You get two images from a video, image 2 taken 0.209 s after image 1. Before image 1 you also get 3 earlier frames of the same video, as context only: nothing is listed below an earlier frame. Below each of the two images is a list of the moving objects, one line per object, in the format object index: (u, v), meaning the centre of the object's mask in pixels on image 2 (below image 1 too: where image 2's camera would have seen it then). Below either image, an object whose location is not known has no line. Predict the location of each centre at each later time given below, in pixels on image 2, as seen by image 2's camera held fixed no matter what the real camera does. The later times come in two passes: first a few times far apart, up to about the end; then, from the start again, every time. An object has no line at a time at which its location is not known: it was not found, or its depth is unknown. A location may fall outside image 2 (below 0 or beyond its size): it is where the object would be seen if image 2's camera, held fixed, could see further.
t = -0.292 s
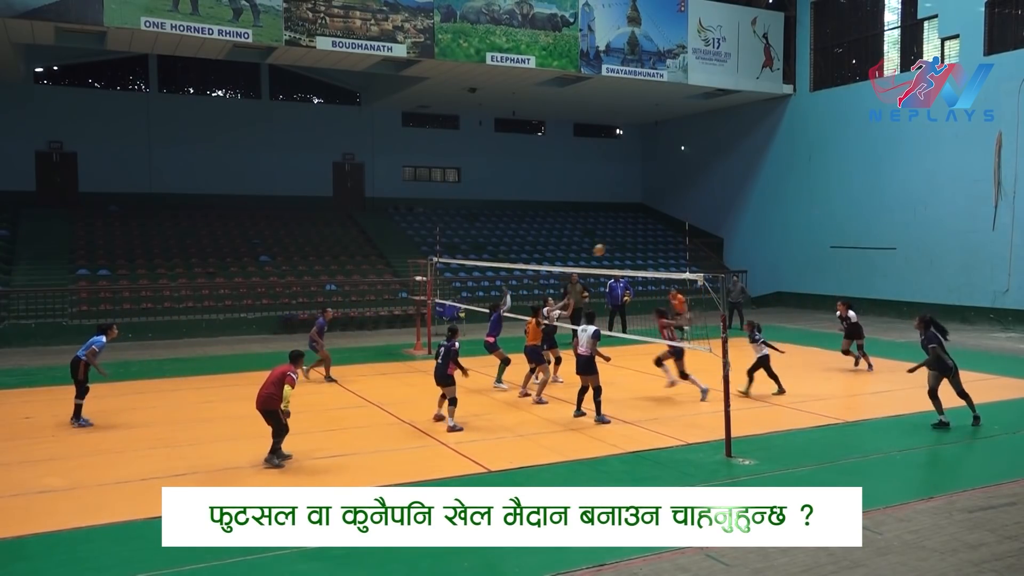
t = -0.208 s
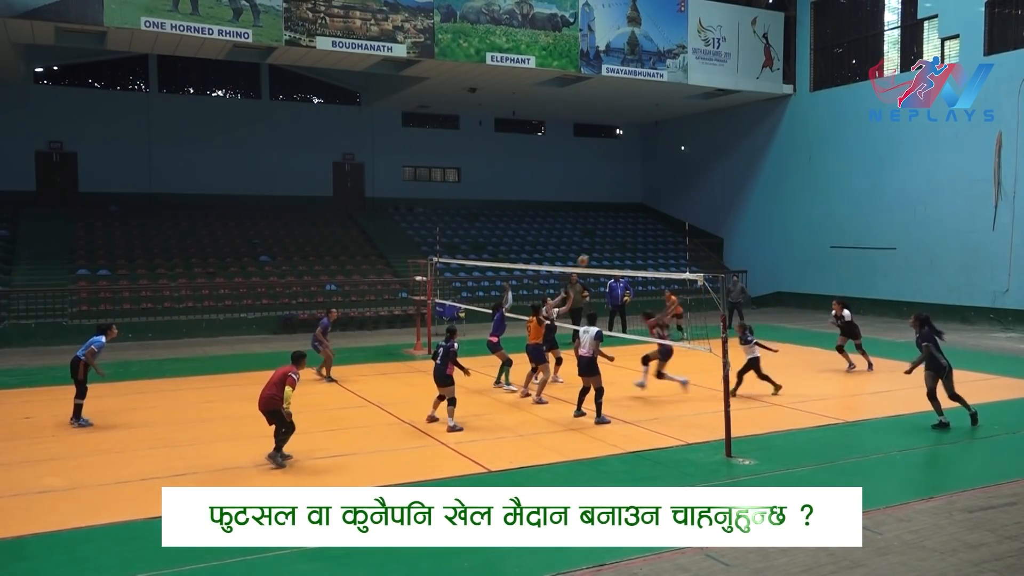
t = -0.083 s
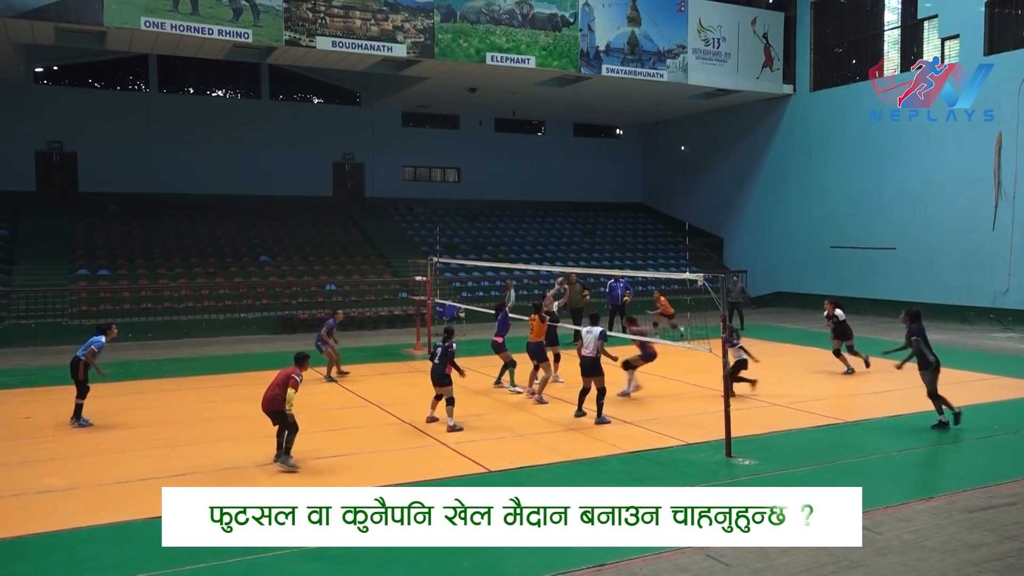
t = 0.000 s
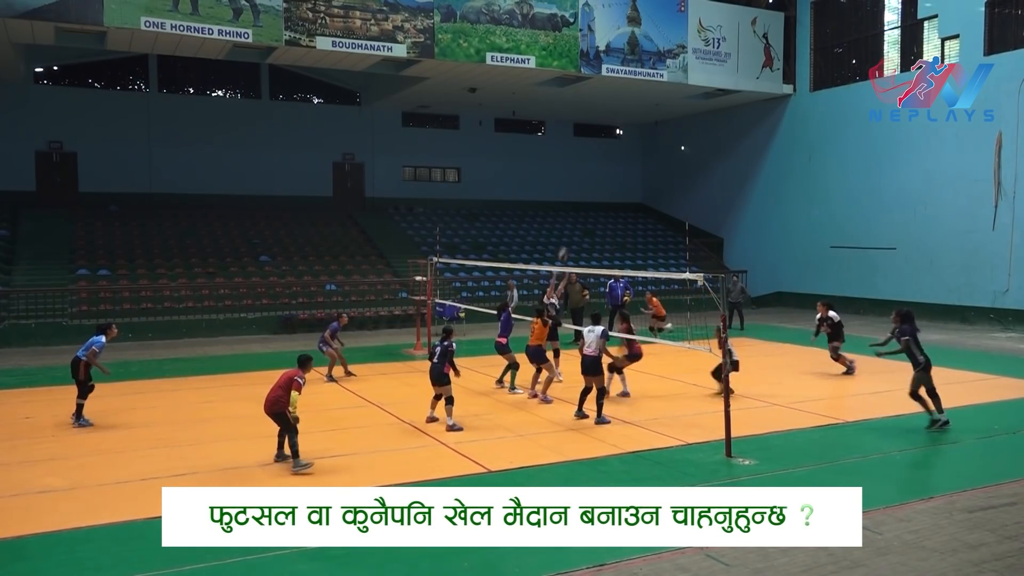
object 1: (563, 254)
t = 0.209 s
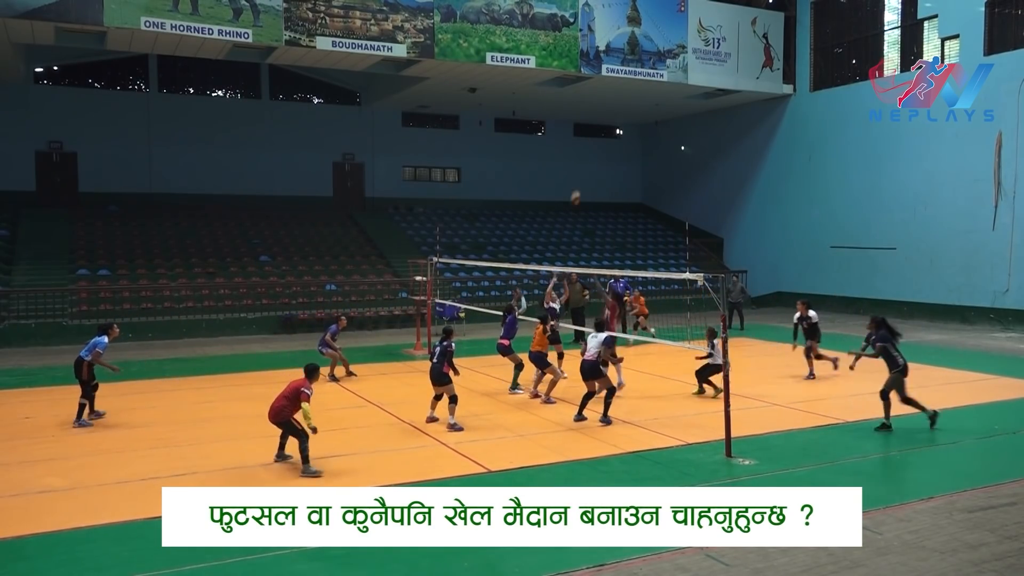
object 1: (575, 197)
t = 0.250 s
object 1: (578, 188)
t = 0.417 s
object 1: (590, 160)
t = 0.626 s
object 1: (603, 147)
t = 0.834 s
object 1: (617, 157)
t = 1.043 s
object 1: (630, 188)
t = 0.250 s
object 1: (578, 188)
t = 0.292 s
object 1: (581, 180)
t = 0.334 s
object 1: (583, 173)
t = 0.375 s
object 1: (586, 168)
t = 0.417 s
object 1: (590, 160)
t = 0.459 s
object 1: (593, 155)
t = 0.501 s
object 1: (595, 152)
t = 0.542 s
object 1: (598, 150)
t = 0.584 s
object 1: (600, 148)
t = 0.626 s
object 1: (603, 147)
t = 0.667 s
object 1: (606, 147)
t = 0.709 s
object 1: (608, 148)
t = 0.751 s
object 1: (611, 150)
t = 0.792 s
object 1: (615, 153)
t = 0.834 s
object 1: (617, 157)
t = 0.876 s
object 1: (620, 161)
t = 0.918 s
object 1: (623, 167)
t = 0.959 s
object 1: (625, 173)
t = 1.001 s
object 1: (628, 180)
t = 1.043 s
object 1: (630, 188)
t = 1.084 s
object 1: (632, 197)
